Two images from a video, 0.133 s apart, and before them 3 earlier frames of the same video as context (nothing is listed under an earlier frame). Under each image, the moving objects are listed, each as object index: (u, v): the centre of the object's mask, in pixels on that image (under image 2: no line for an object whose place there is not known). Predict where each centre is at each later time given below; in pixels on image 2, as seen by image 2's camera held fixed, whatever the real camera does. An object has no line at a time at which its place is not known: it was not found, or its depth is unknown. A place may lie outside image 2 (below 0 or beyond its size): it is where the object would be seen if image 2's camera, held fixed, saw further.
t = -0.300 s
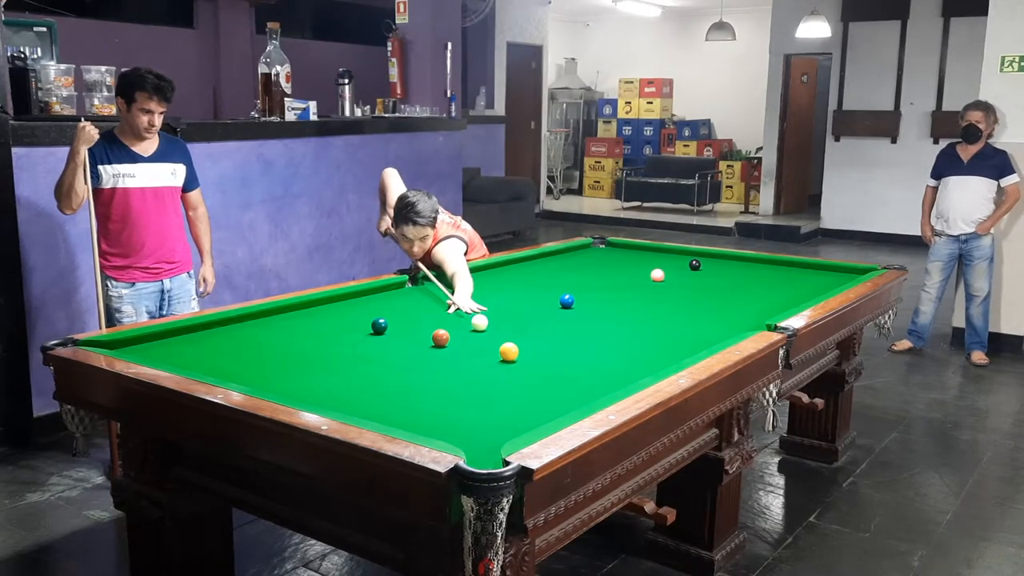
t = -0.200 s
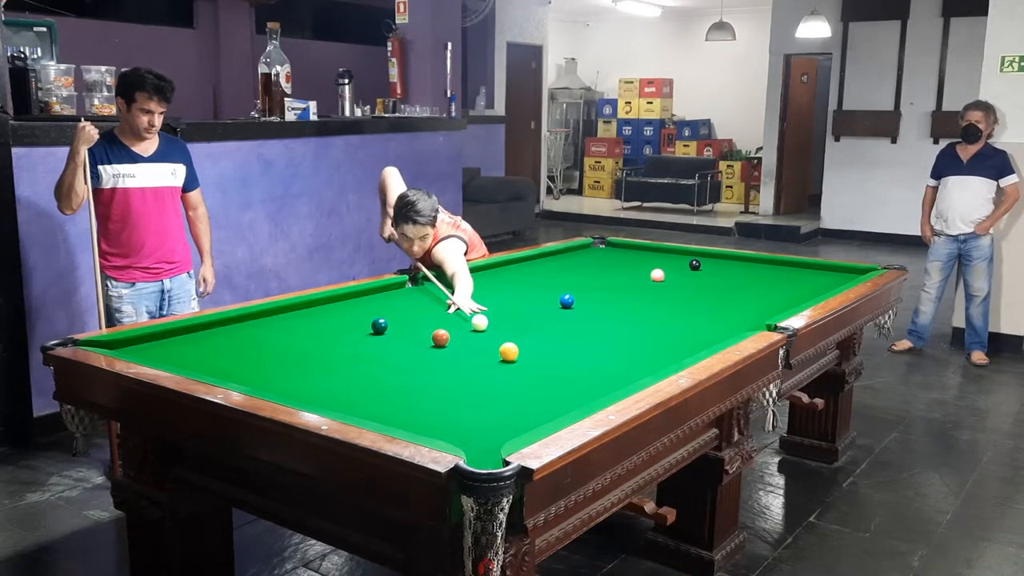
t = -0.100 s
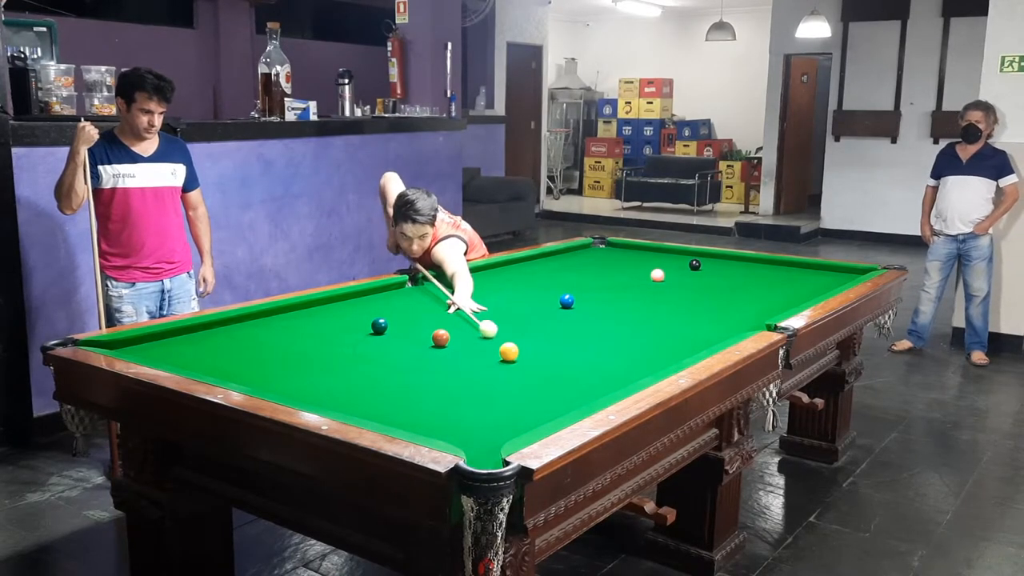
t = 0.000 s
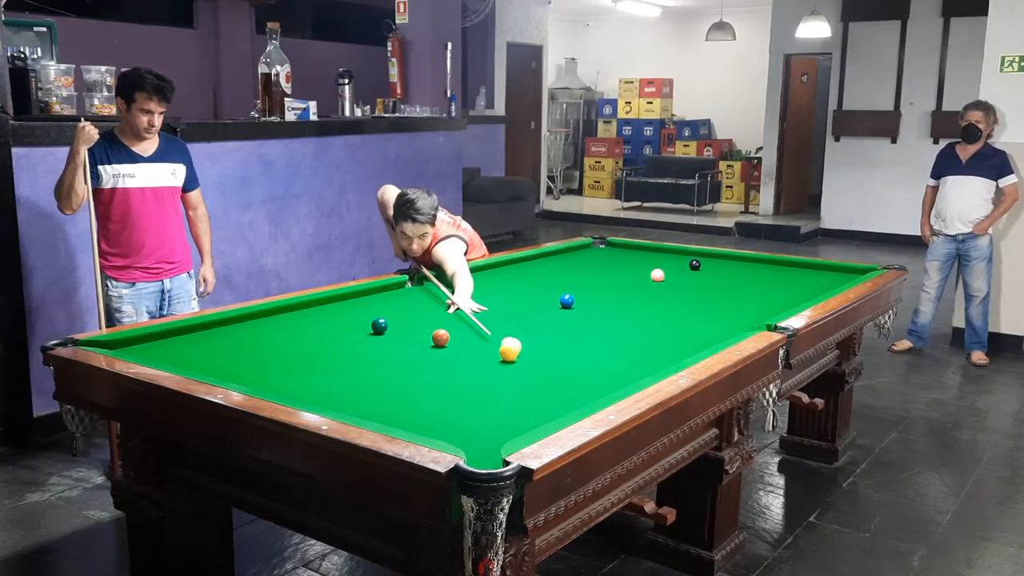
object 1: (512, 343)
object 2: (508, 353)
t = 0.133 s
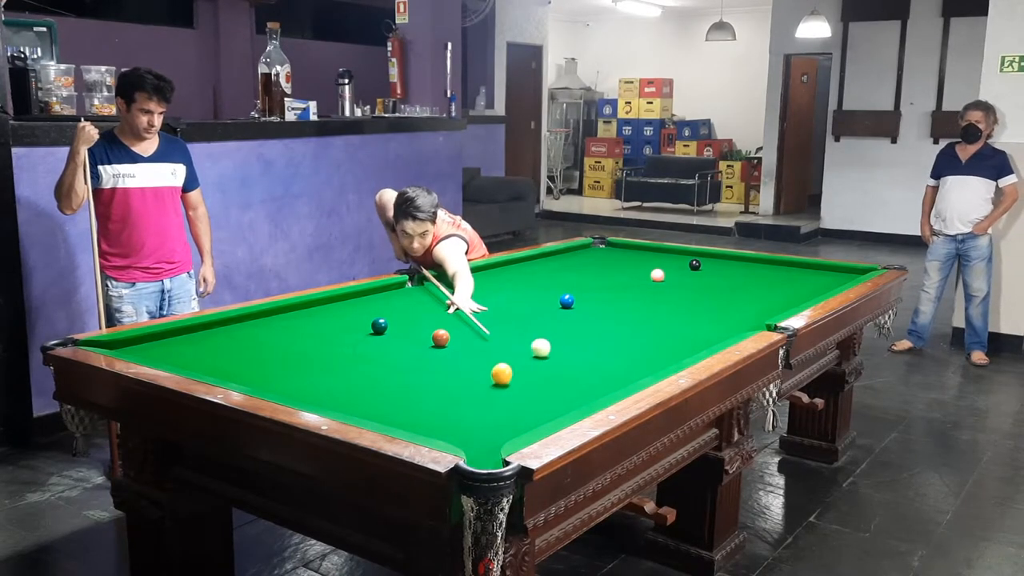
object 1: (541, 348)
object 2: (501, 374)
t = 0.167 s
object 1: (546, 347)
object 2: (500, 380)
